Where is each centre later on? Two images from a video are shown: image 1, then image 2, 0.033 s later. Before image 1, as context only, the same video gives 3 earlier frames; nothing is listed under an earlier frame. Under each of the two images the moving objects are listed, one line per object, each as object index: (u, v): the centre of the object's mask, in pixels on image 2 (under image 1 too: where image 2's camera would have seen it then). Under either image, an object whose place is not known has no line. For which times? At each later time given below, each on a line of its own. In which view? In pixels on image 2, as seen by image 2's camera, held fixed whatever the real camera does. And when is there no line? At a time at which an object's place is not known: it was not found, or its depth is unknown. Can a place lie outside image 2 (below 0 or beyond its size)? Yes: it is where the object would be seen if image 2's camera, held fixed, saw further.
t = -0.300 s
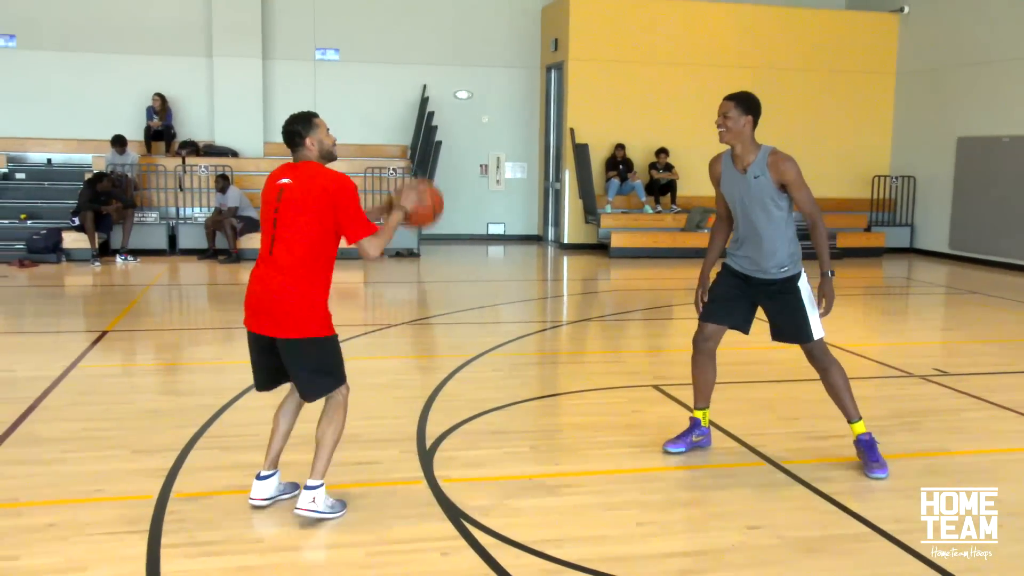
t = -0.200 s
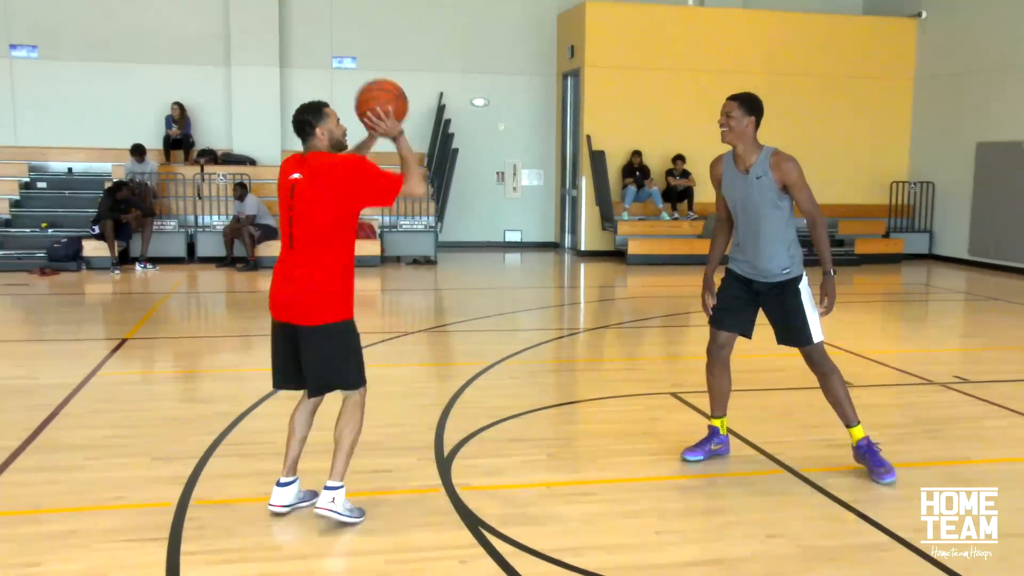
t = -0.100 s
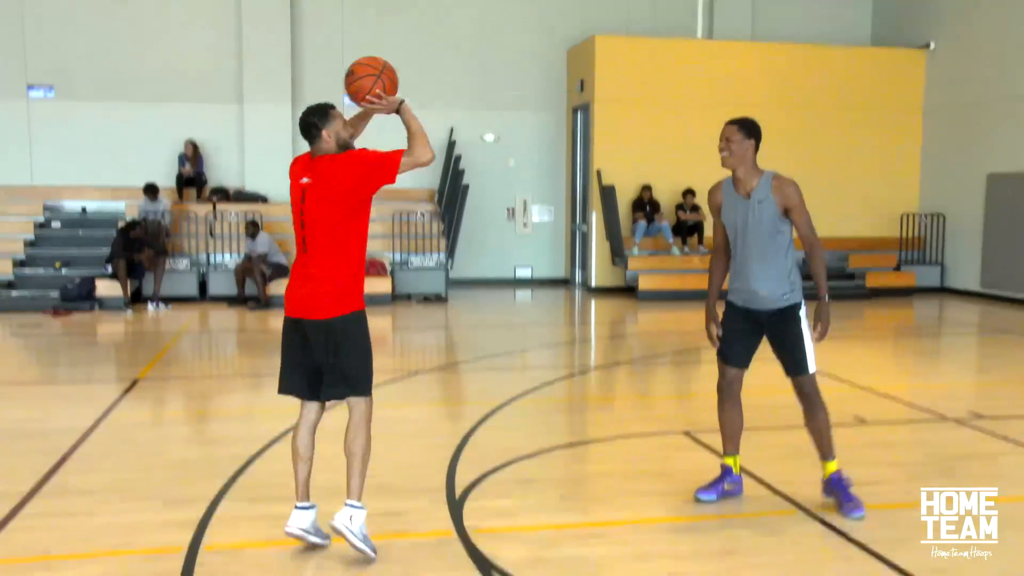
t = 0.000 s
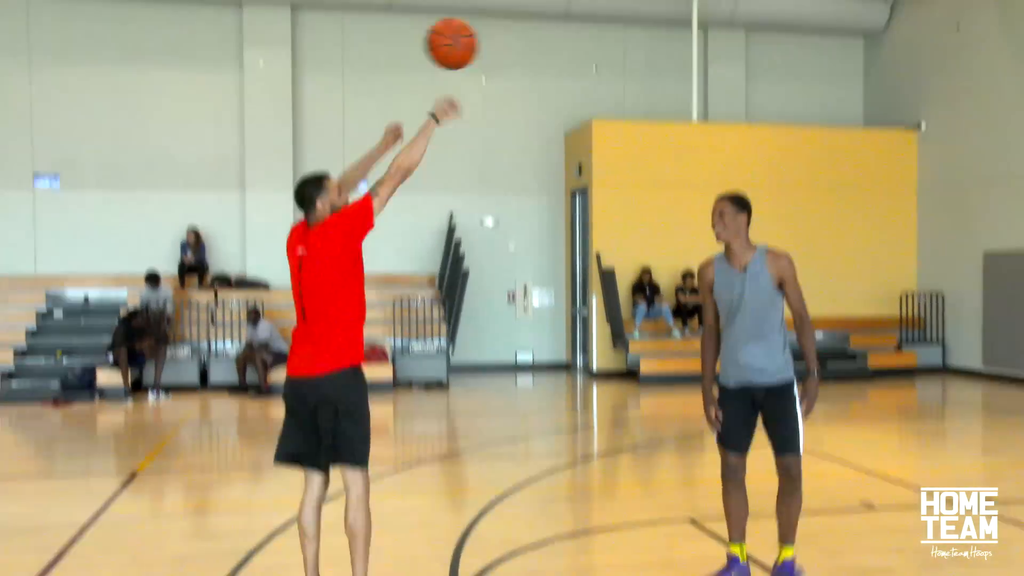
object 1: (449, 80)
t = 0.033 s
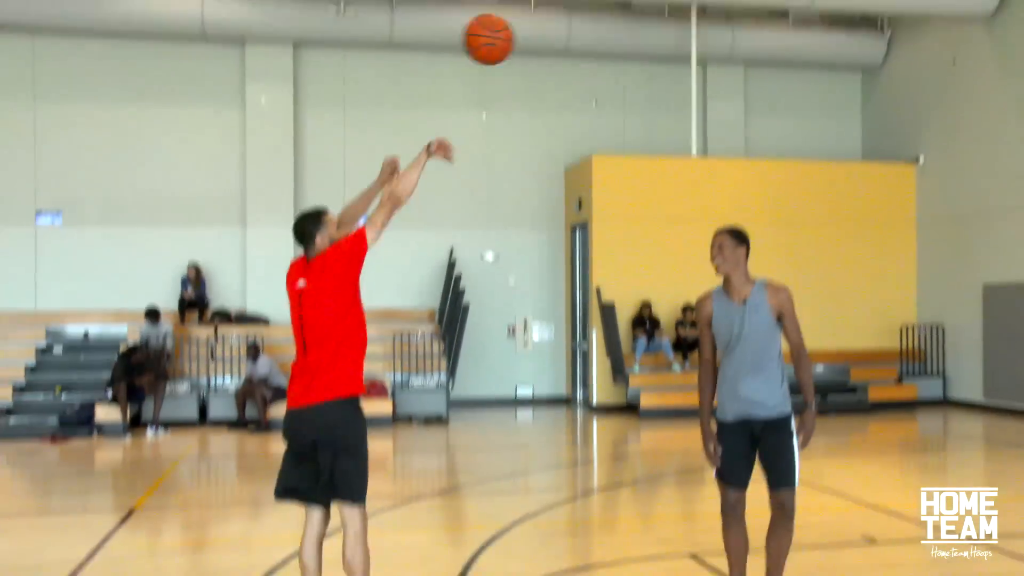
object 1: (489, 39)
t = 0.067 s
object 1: (527, 1)
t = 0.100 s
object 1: (563, -35)
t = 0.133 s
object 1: (600, -67)
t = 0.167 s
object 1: (637, -96)
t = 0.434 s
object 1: (885, -234)
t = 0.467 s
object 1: (913, -241)
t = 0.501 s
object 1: (940, -246)
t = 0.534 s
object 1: (967, -248)
